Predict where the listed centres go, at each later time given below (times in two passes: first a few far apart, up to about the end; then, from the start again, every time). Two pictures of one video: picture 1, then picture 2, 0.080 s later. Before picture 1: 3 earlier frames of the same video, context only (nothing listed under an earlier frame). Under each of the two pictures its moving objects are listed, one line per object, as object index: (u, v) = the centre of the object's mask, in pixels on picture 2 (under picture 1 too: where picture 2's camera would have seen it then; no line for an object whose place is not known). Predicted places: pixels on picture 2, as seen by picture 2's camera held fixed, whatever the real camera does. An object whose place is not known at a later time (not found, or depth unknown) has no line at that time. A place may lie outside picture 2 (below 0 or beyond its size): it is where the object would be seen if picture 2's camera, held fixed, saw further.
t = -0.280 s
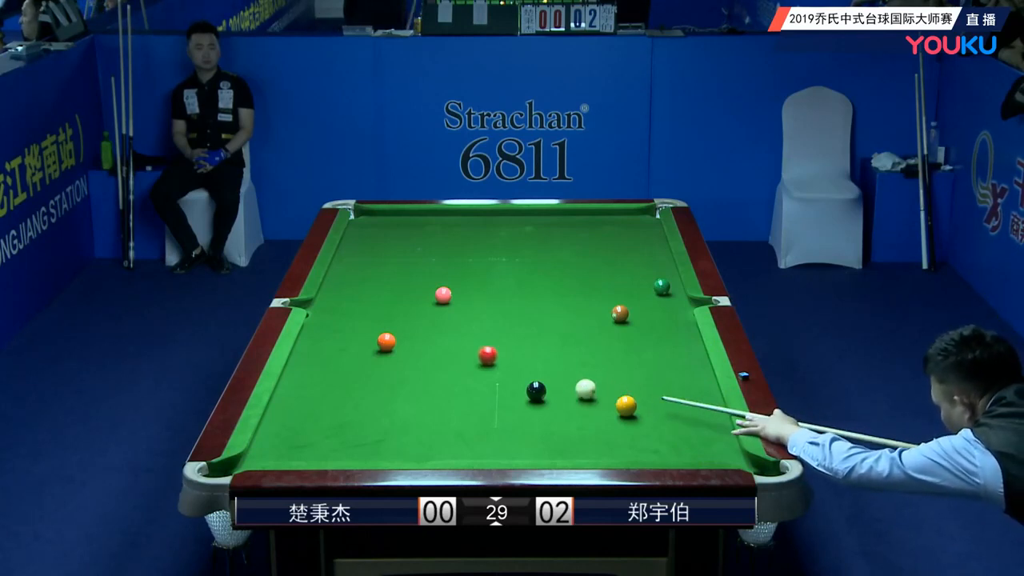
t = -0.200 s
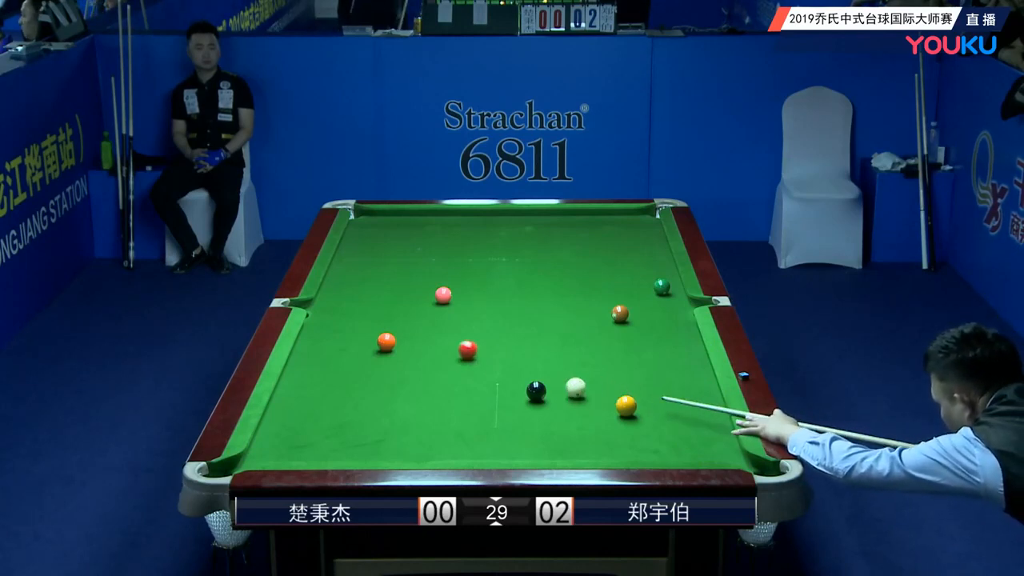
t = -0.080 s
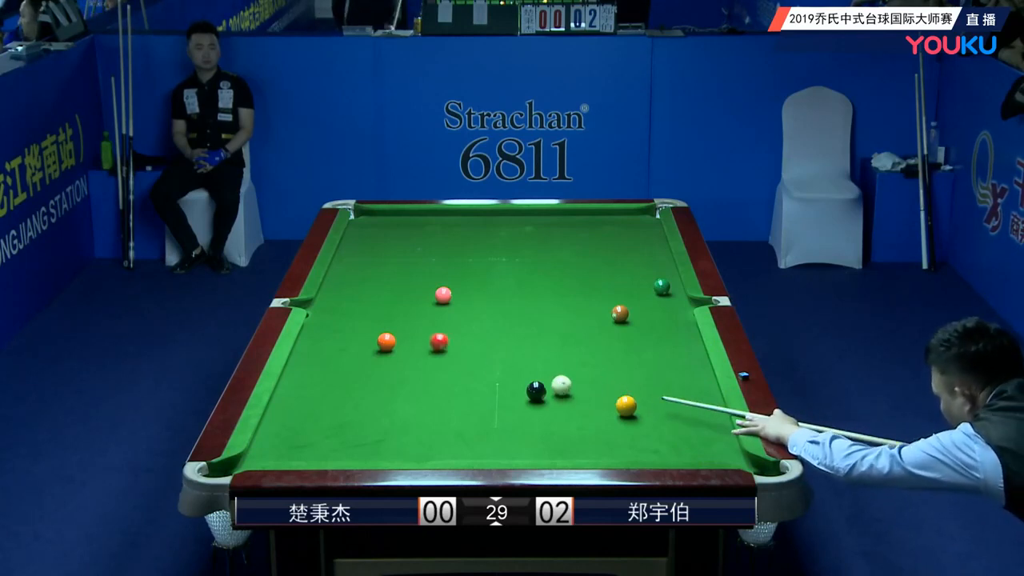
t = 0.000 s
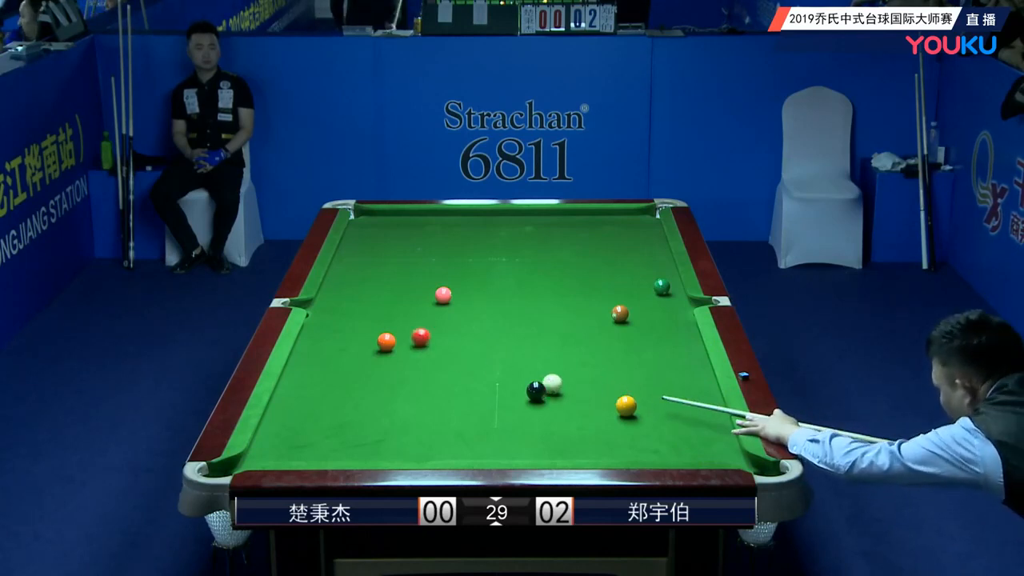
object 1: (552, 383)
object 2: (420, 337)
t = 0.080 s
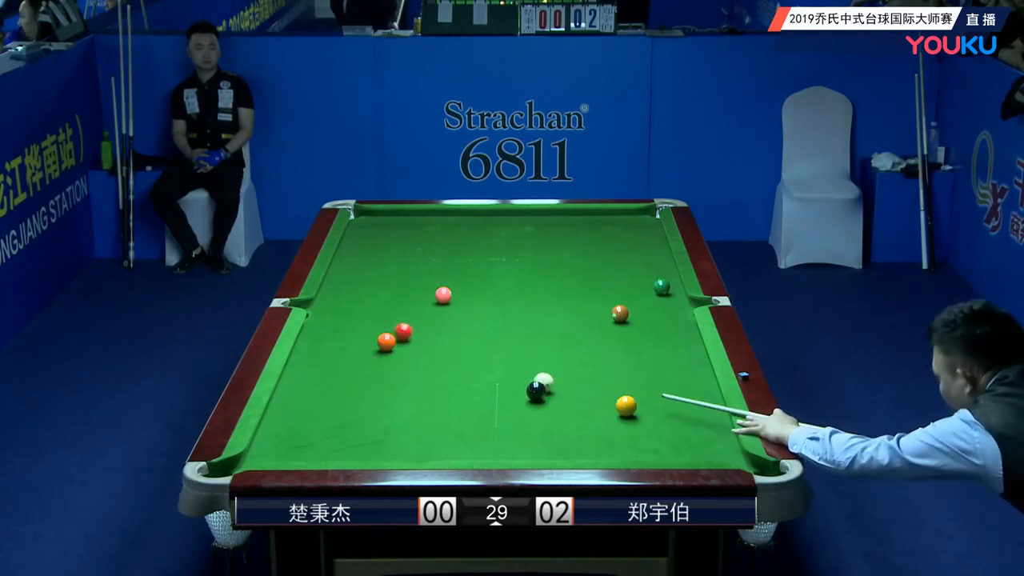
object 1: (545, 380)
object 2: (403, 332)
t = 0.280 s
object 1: (521, 379)
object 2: (361, 320)
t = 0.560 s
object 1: (495, 375)
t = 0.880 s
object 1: (469, 371)
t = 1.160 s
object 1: (449, 368)
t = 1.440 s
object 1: (432, 366)
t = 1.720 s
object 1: (418, 364)
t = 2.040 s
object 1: (405, 363)
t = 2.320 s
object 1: (396, 362)
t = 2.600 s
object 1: (390, 361)
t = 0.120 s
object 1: (539, 378)
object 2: (395, 328)
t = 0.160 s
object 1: (534, 377)
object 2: (386, 326)
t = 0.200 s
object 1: (529, 378)
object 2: (377, 325)
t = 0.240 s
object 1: (525, 378)
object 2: (369, 322)
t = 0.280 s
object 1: (521, 379)
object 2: (361, 320)
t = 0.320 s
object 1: (518, 379)
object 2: (353, 318)
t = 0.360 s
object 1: (514, 378)
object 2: (344, 316)
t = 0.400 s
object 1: (510, 377)
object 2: (336, 314)
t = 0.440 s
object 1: (507, 377)
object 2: (329, 312)
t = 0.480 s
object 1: (503, 376)
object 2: (321, 309)
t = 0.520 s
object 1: (499, 376)
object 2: (314, 307)
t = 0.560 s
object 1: (495, 375)
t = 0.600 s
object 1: (492, 375)
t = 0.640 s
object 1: (489, 374)
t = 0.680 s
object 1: (485, 373)
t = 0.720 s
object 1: (482, 373)
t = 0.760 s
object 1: (479, 372)
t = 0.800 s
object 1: (476, 372)
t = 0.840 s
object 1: (473, 372)
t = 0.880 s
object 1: (469, 371)
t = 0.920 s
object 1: (466, 371)
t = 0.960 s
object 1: (463, 370)
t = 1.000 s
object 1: (460, 370)
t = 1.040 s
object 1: (458, 370)
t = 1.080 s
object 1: (455, 369)
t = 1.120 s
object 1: (452, 369)
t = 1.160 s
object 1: (449, 368)
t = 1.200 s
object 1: (447, 368)
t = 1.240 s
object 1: (444, 368)
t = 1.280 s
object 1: (442, 367)
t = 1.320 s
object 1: (439, 367)
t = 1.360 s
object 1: (437, 367)
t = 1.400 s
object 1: (434, 366)
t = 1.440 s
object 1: (432, 366)
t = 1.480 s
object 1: (430, 366)
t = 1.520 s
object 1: (428, 365)
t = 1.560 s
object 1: (426, 365)
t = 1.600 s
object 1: (424, 365)
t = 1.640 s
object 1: (422, 365)
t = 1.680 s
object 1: (420, 364)
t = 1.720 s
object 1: (418, 364)
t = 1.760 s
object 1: (416, 364)
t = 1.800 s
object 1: (414, 364)
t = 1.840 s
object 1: (413, 364)
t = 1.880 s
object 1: (411, 363)
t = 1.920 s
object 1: (409, 363)
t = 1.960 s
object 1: (408, 363)
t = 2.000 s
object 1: (406, 363)
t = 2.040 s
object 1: (405, 363)
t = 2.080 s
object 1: (403, 362)
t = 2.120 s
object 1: (402, 362)
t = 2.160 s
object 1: (401, 362)
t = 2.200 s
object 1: (399, 362)
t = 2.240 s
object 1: (398, 362)
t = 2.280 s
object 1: (397, 362)
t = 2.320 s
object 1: (396, 362)
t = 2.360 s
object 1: (395, 362)
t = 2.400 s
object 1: (394, 361)
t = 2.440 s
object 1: (393, 361)
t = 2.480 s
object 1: (392, 361)
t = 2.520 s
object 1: (392, 361)
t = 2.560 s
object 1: (391, 361)
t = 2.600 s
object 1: (390, 361)
